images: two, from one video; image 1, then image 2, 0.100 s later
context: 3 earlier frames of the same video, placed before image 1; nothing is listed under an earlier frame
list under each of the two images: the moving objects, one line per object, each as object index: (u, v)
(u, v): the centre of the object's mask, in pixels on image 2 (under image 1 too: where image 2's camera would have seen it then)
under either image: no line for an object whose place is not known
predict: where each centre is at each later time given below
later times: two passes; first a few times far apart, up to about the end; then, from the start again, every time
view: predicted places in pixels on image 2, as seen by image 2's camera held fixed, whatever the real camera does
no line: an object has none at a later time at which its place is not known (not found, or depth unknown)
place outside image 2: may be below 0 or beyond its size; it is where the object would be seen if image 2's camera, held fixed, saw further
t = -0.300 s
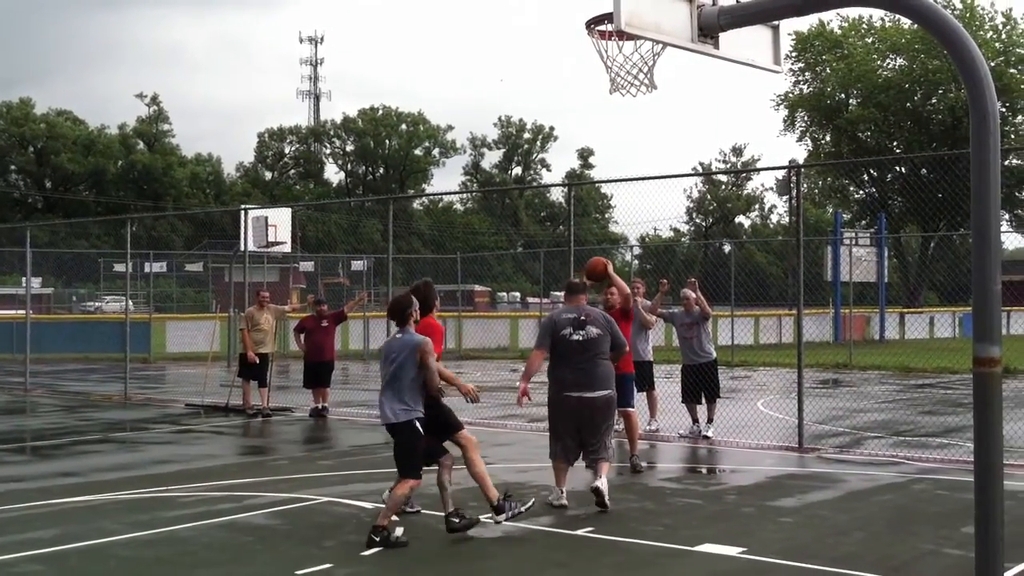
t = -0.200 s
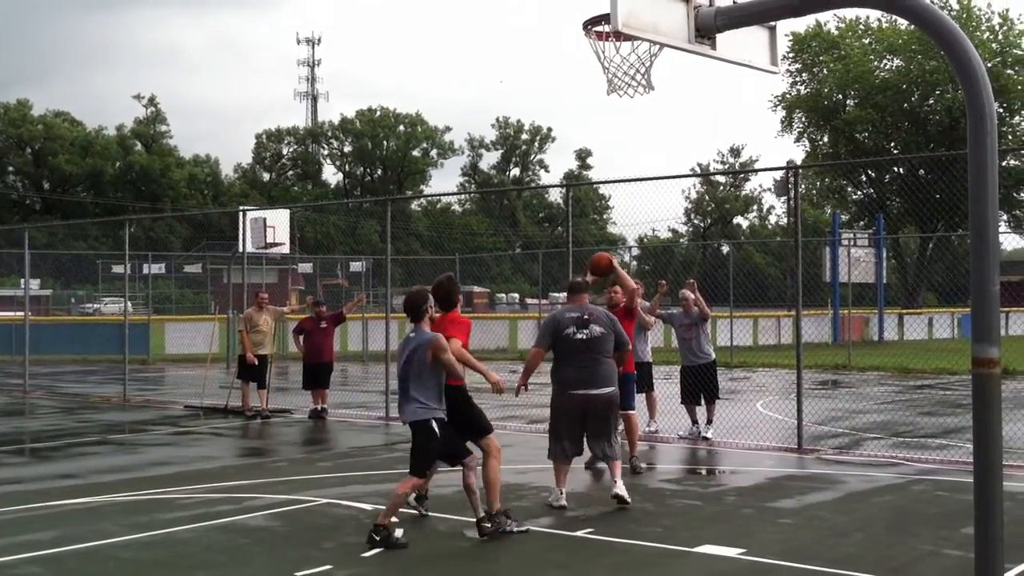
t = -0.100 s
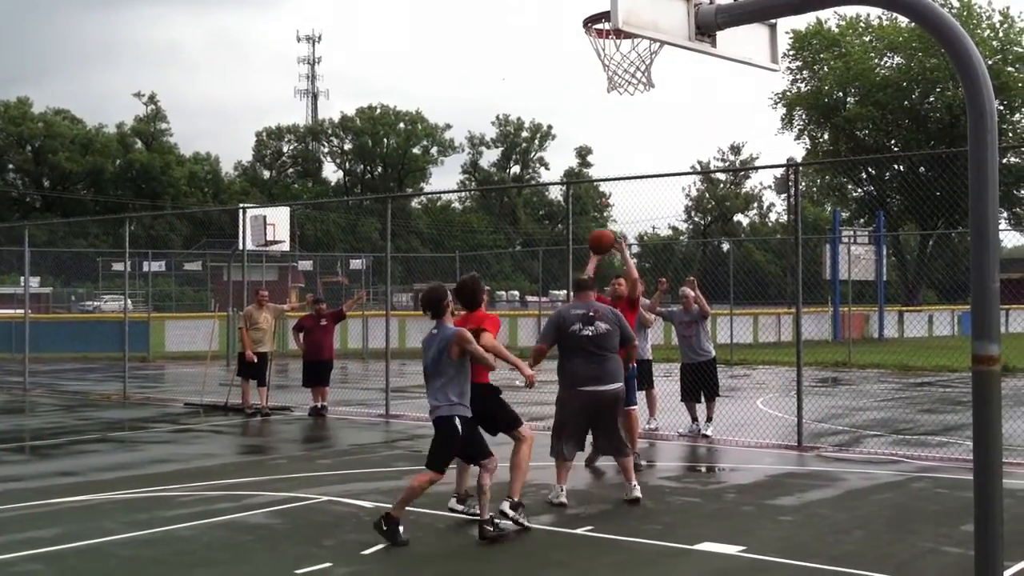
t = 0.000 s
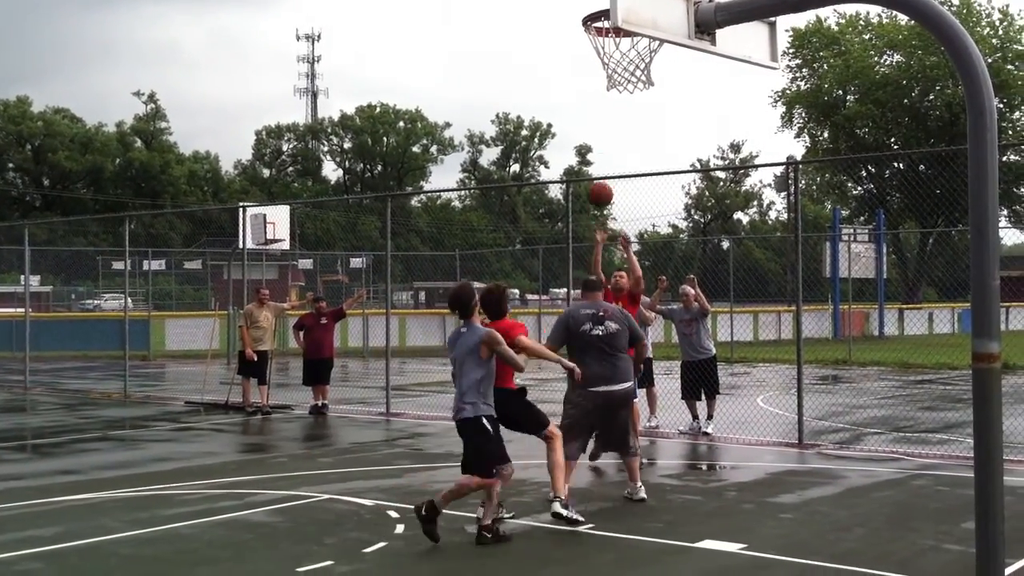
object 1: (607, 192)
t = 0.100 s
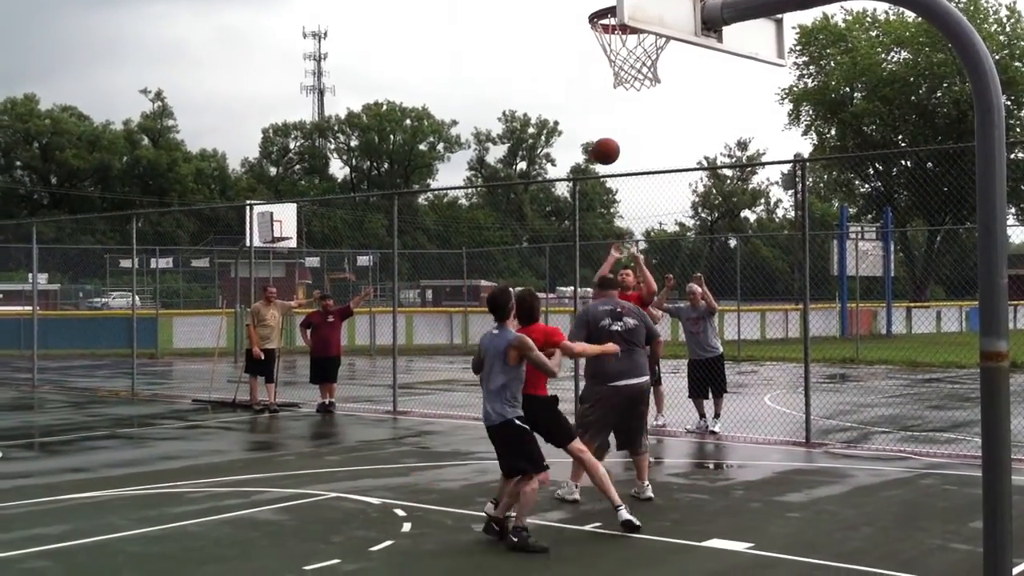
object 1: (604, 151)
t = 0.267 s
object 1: (606, 100)
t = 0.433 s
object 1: (603, 78)
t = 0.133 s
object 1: (606, 138)
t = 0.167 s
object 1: (606, 128)
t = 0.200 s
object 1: (605, 117)
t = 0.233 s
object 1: (607, 109)
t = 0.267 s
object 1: (606, 100)
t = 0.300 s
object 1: (606, 93)
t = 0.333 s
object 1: (605, 87)
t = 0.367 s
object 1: (605, 84)
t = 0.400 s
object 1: (603, 80)
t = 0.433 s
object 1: (603, 78)
